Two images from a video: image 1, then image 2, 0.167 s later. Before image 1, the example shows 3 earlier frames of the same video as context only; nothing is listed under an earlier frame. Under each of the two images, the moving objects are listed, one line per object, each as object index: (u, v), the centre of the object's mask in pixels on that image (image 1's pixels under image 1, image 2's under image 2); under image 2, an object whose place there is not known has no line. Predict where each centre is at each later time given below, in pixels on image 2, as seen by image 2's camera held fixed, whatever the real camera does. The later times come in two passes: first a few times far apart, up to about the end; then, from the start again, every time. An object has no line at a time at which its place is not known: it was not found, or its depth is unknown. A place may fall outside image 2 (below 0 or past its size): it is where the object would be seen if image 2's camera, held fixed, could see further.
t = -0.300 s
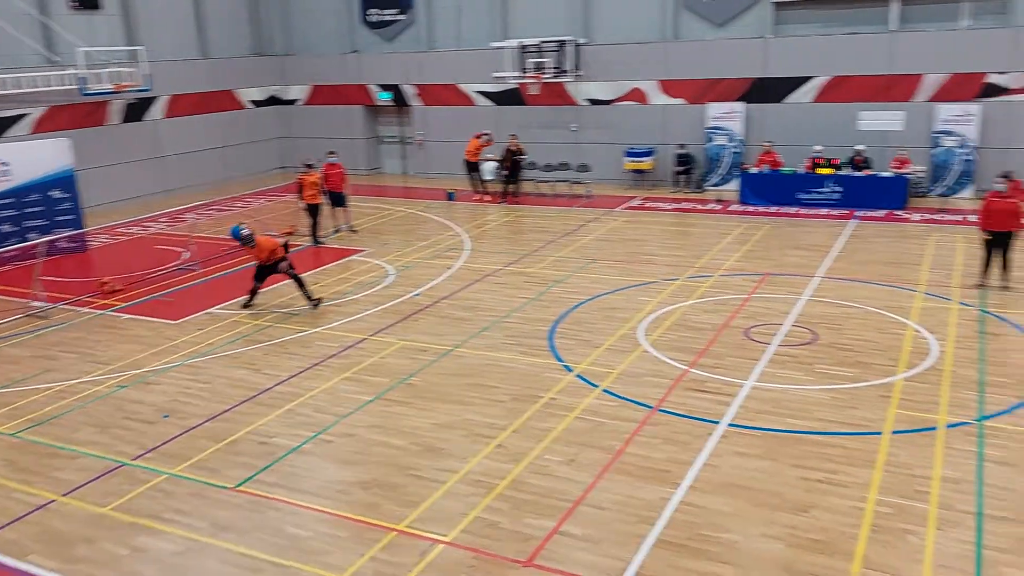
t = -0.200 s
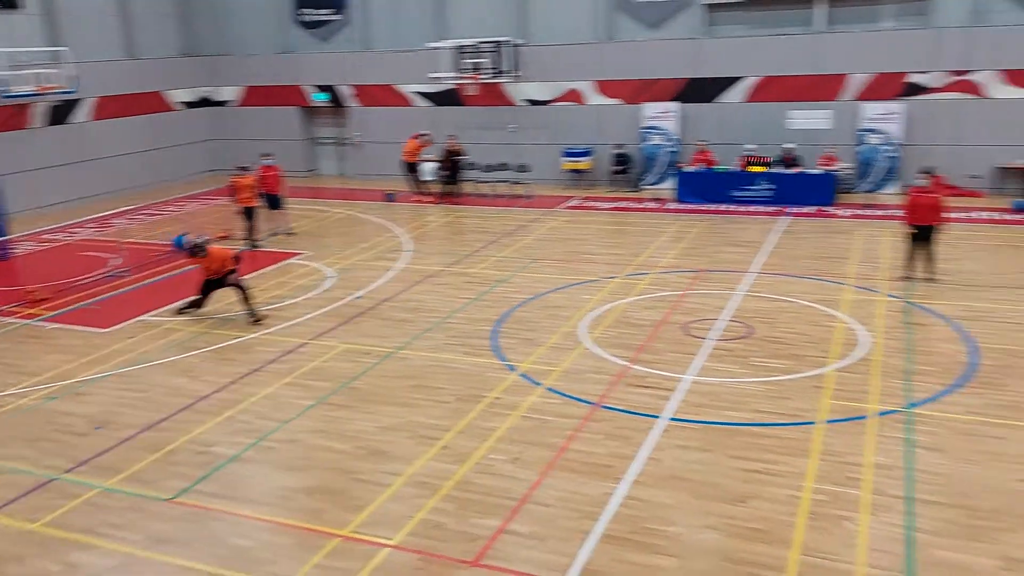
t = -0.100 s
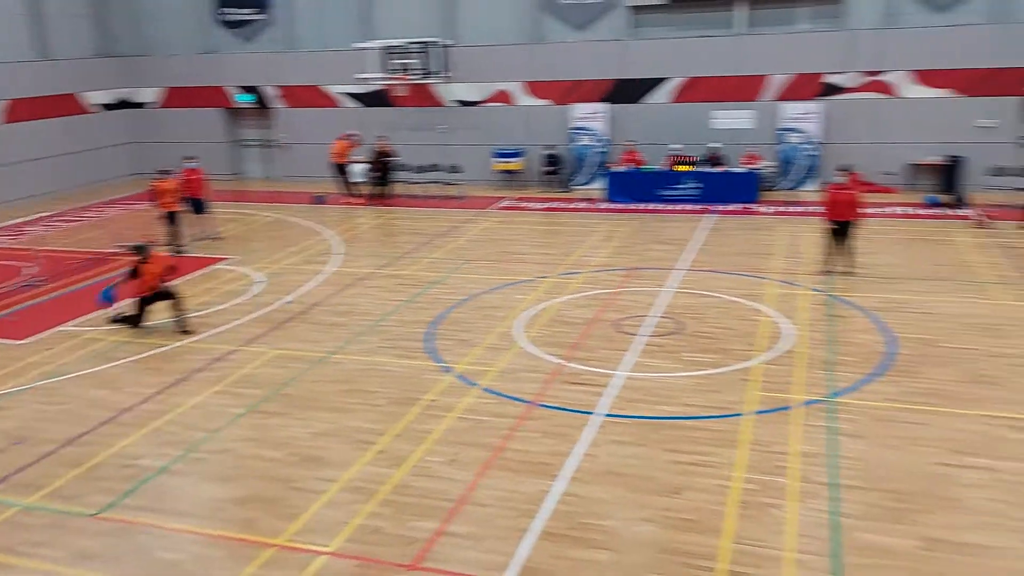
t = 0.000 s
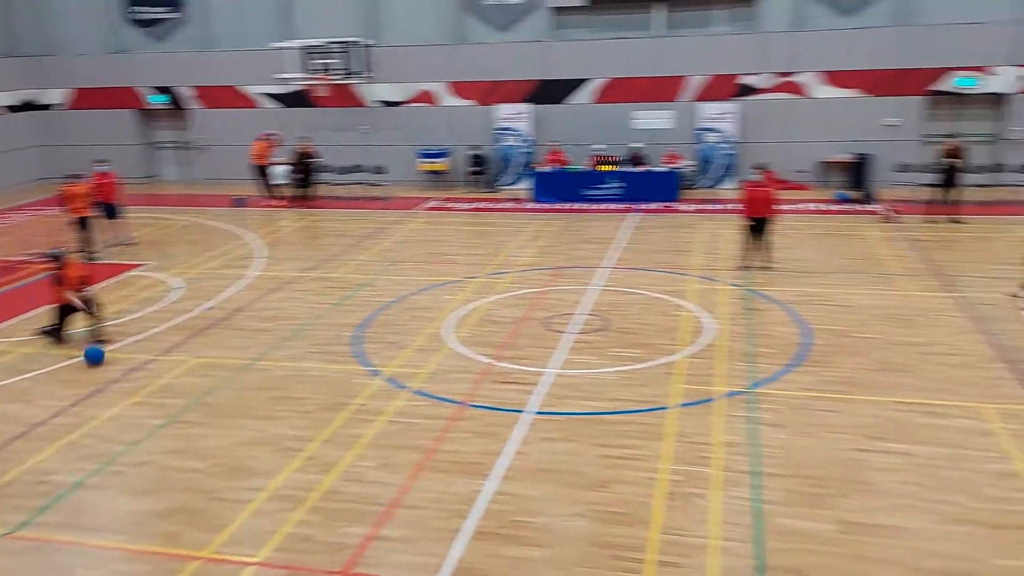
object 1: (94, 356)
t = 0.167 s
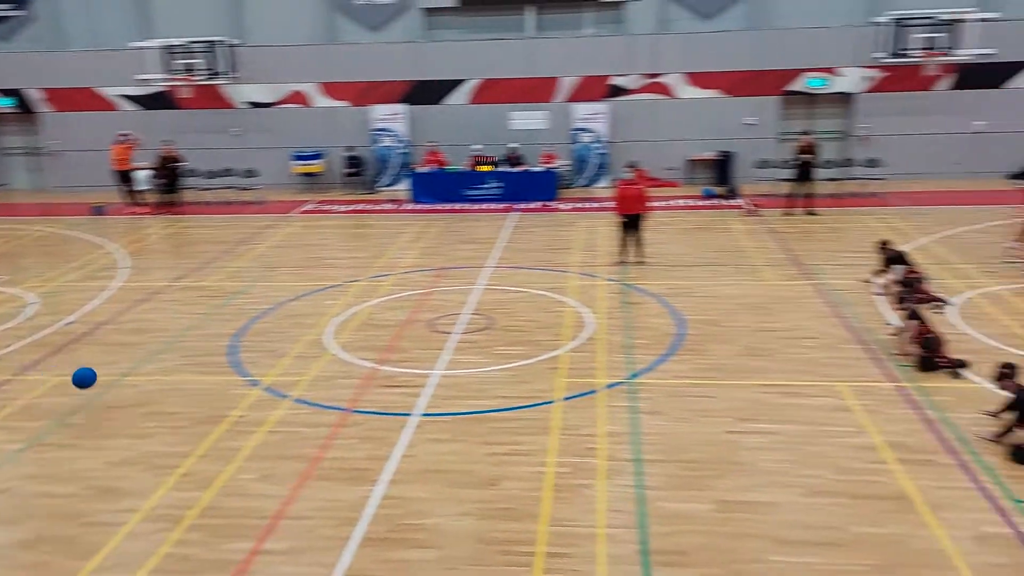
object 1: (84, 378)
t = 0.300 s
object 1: (214, 392)
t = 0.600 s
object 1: (537, 448)
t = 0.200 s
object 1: (116, 380)
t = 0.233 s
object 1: (148, 382)
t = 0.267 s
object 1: (181, 386)
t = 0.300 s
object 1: (214, 392)
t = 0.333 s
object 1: (249, 398)
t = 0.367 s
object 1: (284, 406)
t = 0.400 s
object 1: (320, 416)
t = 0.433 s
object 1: (359, 427)
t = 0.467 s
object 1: (398, 440)
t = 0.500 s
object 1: (434, 448)
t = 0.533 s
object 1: (467, 446)
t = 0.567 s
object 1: (502, 446)
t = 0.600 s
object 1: (537, 448)
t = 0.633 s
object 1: (574, 451)
